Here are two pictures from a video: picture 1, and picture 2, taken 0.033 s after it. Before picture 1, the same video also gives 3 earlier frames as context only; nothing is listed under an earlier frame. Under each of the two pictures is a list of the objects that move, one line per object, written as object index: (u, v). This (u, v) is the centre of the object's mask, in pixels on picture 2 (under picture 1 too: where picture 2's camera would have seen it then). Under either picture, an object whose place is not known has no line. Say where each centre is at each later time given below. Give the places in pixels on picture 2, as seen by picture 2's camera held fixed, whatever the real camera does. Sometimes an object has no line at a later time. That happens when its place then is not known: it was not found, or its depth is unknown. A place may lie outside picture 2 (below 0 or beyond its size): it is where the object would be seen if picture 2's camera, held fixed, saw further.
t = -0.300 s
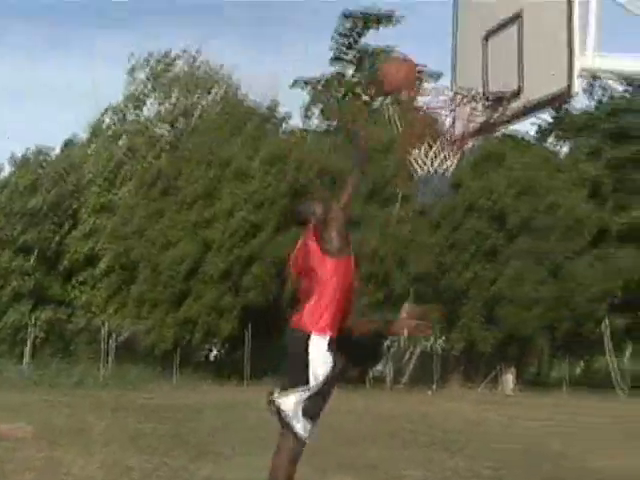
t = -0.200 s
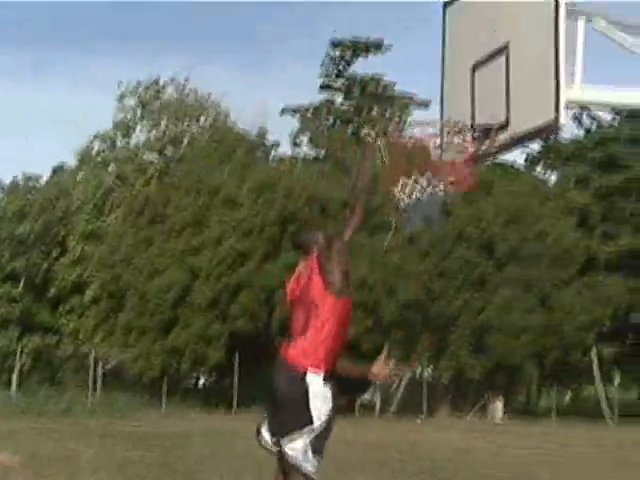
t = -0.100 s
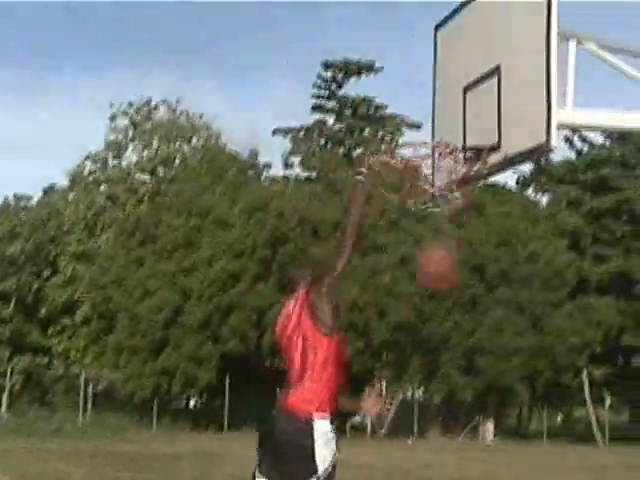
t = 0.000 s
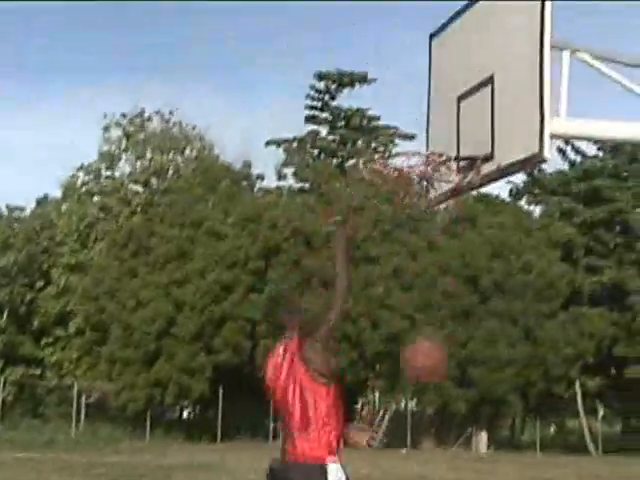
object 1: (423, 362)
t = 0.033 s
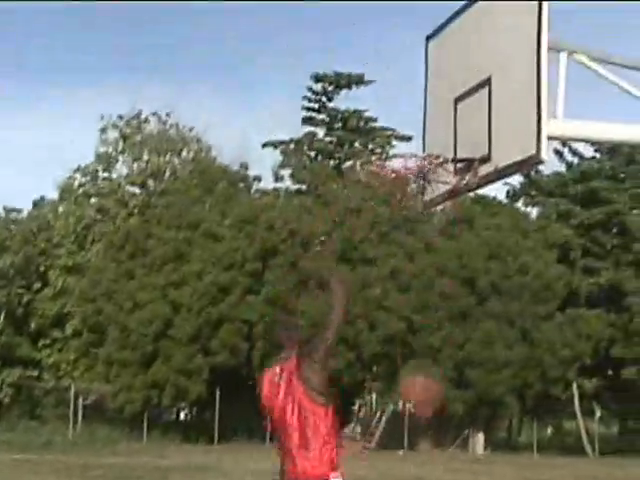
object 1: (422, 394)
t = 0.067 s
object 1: (416, 429)
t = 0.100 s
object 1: (416, 462)
